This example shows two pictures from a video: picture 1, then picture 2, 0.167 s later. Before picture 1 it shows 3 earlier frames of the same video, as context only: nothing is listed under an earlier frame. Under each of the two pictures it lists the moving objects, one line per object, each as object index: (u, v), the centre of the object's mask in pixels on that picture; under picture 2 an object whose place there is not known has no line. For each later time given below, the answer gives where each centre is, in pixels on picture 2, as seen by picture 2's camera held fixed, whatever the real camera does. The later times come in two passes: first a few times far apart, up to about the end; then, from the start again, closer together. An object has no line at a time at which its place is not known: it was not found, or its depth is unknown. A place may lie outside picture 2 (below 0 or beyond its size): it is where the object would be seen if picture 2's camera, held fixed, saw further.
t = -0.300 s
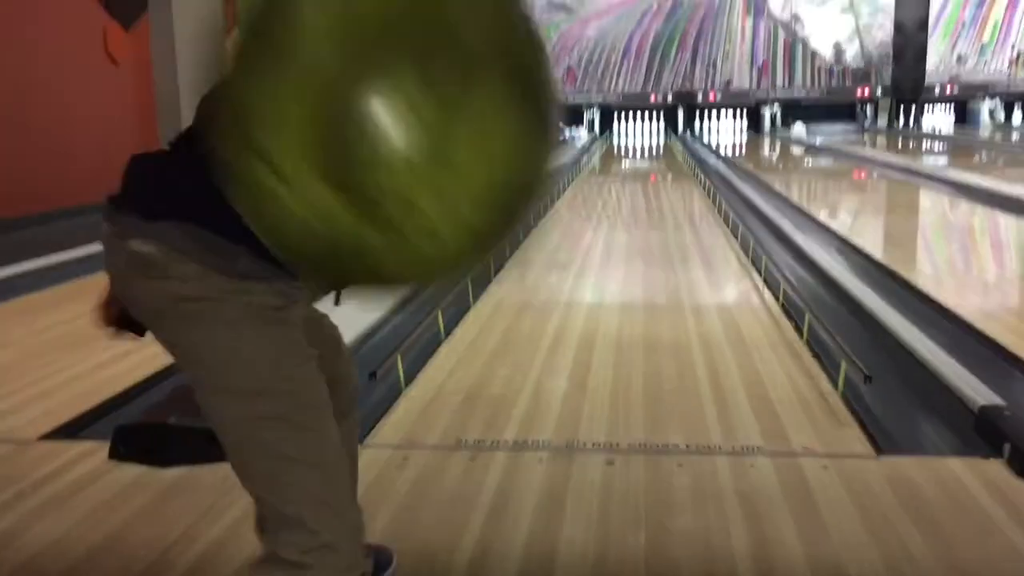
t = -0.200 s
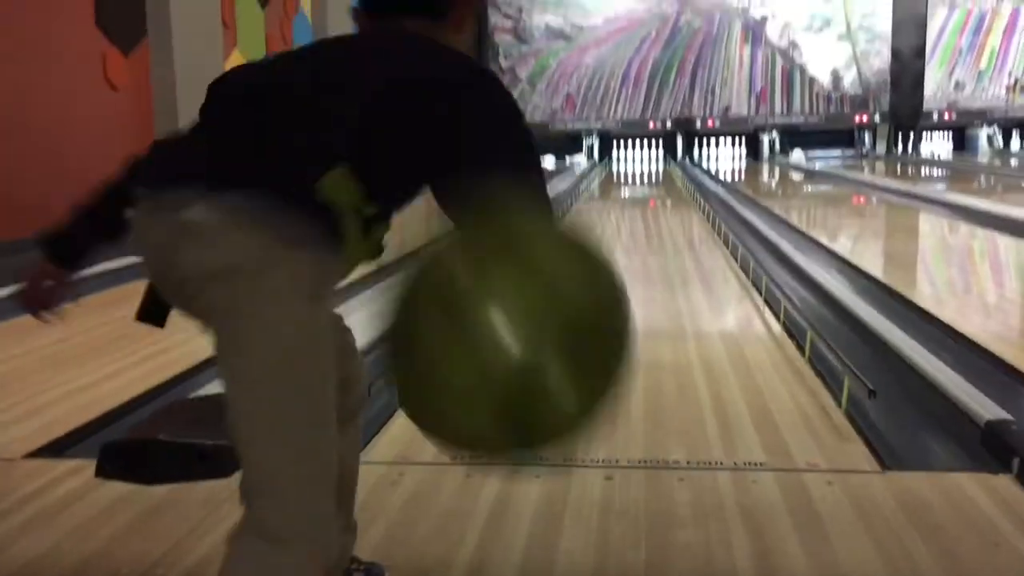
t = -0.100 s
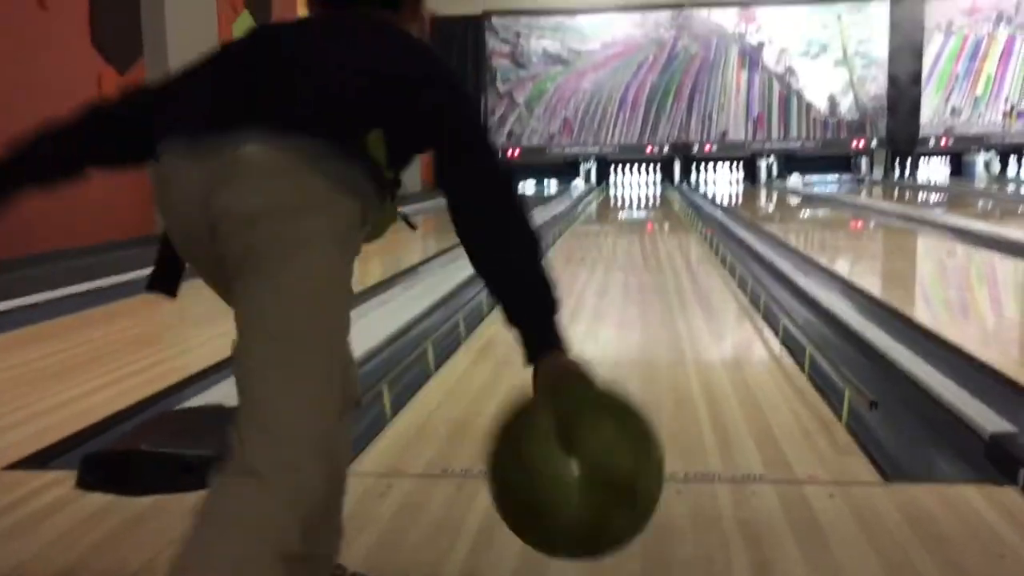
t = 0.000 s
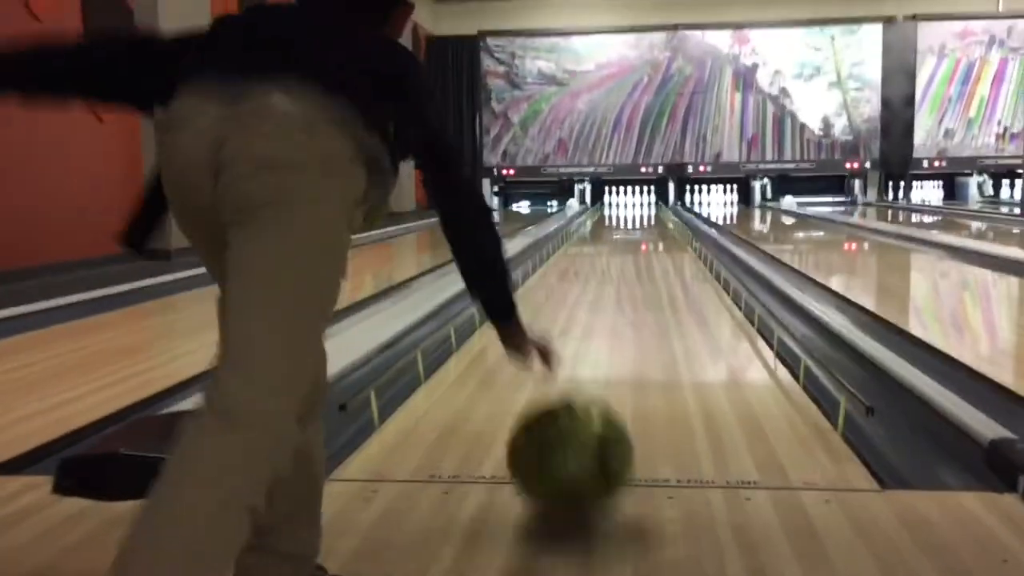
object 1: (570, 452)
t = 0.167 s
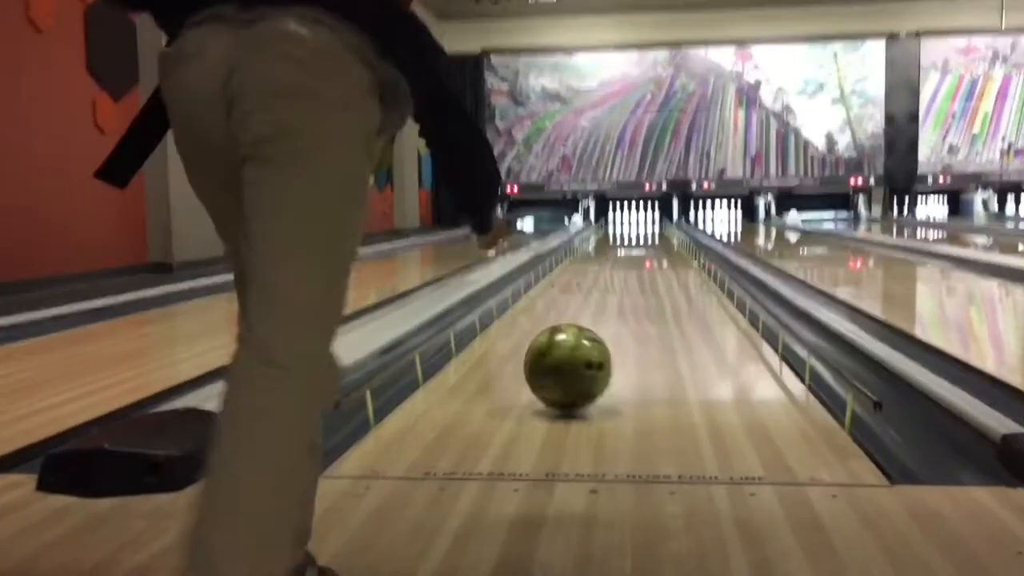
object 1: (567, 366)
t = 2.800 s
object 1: (615, 228)
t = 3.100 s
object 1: (618, 225)
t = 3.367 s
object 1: (620, 224)
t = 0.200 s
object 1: (568, 358)
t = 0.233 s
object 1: (568, 349)
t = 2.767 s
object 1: (614, 228)
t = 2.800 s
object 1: (615, 228)
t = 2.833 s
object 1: (615, 227)
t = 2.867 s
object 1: (617, 227)
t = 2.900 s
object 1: (617, 227)
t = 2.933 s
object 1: (617, 226)
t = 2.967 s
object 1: (617, 226)
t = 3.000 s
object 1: (618, 226)
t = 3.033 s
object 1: (618, 226)
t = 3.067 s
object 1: (618, 225)
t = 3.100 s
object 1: (618, 225)
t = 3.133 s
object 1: (619, 225)
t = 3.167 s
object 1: (619, 225)
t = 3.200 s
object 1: (619, 224)
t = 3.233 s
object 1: (619, 224)
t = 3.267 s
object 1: (619, 224)
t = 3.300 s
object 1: (620, 224)
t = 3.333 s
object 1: (620, 224)
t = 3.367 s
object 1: (620, 224)
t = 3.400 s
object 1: (621, 224)
